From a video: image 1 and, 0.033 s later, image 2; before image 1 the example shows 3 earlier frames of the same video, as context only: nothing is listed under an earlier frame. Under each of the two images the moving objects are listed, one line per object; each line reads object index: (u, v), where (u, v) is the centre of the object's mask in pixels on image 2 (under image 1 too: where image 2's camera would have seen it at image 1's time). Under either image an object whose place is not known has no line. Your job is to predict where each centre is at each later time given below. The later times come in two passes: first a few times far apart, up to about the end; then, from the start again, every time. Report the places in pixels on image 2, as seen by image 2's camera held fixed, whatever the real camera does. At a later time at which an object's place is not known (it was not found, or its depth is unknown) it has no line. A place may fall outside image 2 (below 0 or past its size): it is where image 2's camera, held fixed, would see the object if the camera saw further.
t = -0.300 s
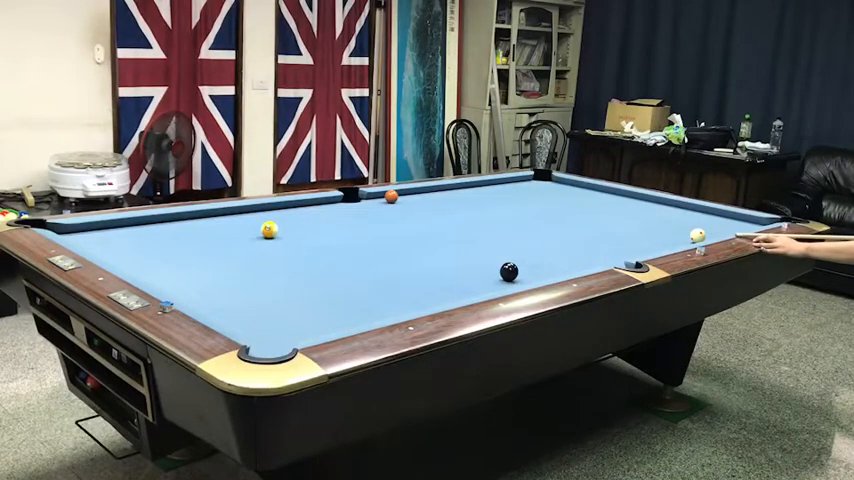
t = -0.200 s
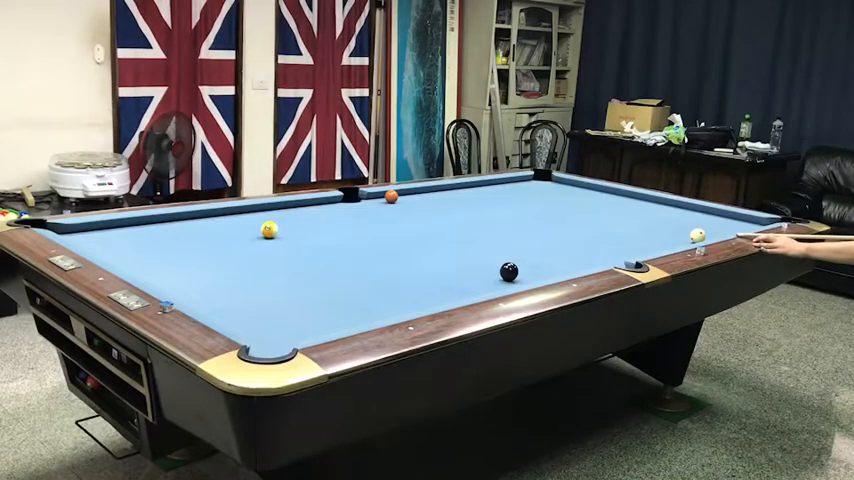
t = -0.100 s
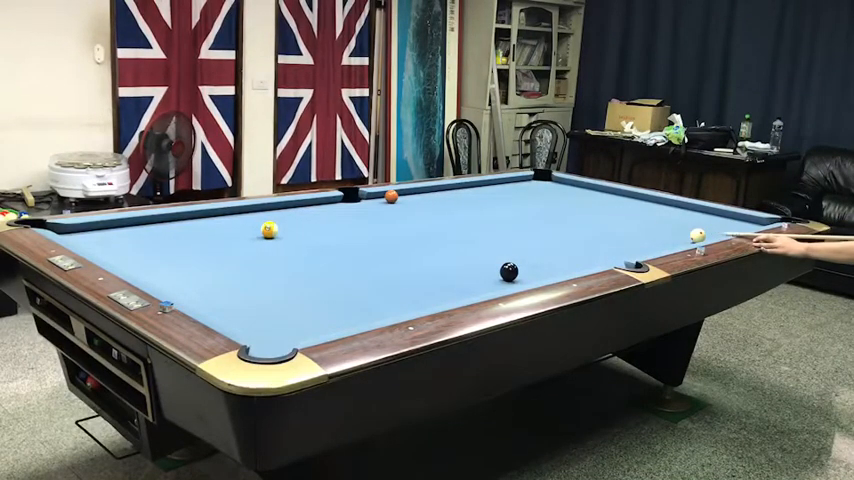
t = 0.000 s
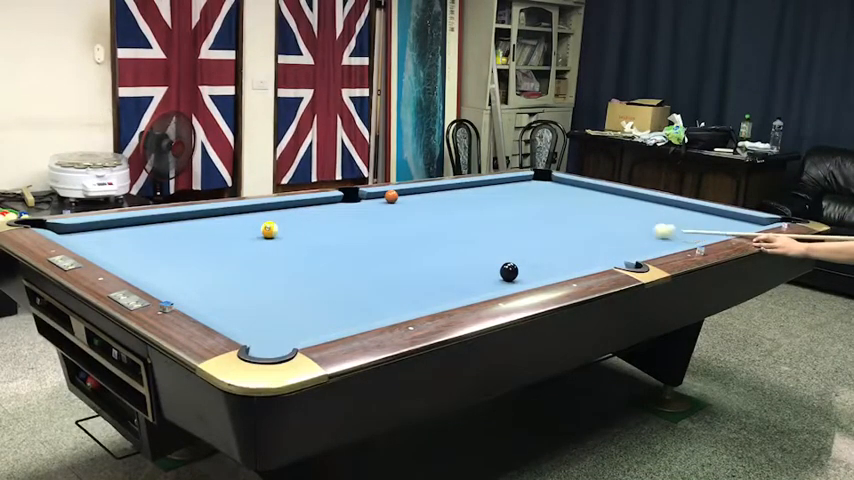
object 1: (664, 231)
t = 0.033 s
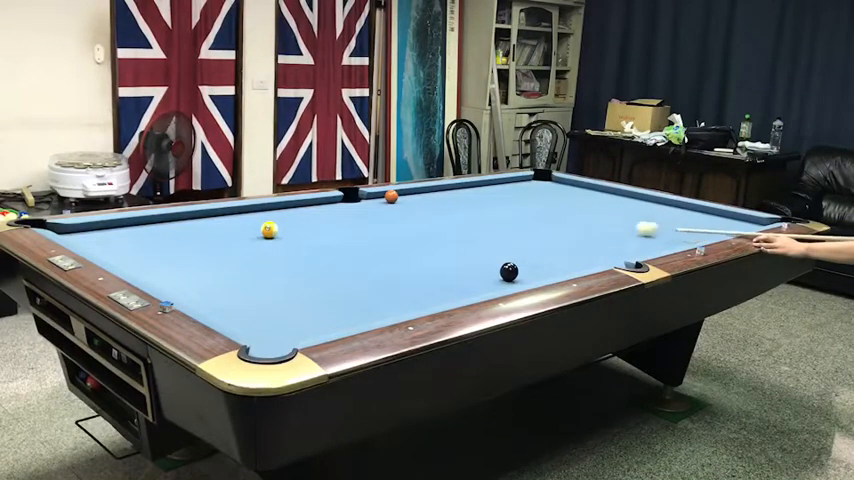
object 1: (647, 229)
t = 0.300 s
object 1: (519, 212)
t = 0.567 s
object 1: (407, 197)
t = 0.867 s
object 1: (416, 195)
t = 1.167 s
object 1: (445, 199)
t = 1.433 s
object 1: (470, 202)
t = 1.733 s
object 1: (498, 206)
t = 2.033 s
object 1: (524, 210)
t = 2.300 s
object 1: (546, 213)
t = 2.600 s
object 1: (570, 216)
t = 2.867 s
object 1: (590, 219)
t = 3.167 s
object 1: (611, 222)
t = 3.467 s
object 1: (630, 224)
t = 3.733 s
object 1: (646, 226)
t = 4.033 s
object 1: (663, 229)
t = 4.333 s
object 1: (678, 231)
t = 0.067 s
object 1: (630, 227)
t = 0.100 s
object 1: (613, 224)
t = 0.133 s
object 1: (597, 223)
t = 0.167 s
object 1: (581, 220)
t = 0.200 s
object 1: (565, 218)
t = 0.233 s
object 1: (550, 216)
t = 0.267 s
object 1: (534, 214)
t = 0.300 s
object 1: (519, 212)
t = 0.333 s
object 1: (505, 210)
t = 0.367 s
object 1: (489, 208)
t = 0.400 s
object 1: (475, 206)
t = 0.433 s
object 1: (462, 205)
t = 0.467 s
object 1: (447, 203)
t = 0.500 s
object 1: (434, 201)
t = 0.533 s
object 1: (421, 199)
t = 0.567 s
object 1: (407, 197)
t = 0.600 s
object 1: (403, 196)
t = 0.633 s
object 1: (401, 195)
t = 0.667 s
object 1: (400, 194)
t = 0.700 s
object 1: (398, 193)
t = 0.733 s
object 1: (402, 193)
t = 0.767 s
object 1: (407, 193)
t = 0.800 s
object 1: (410, 194)
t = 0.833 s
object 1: (413, 194)
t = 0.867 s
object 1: (416, 195)
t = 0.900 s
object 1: (420, 195)
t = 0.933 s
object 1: (423, 196)
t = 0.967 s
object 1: (426, 197)
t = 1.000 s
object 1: (429, 197)
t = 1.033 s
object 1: (433, 197)
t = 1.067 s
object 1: (436, 198)
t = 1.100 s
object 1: (439, 198)
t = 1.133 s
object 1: (442, 199)
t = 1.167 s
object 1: (445, 199)
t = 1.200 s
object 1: (448, 199)
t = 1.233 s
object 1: (452, 200)
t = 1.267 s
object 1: (455, 200)
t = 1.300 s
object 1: (458, 201)
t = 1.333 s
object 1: (461, 201)
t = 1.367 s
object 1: (464, 201)
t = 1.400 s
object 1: (468, 202)
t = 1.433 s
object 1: (470, 202)
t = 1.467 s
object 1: (474, 203)
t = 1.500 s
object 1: (477, 203)
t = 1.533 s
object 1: (480, 204)
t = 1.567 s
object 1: (483, 204)
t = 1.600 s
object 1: (486, 204)
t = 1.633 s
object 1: (489, 205)
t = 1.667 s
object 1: (492, 205)
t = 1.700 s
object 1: (495, 206)
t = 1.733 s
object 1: (498, 206)
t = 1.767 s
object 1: (501, 206)
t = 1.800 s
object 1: (504, 207)
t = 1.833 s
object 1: (507, 207)
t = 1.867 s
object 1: (510, 207)
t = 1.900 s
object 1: (513, 208)
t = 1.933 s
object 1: (515, 208)
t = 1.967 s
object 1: (518, 209)
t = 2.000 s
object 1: (521, 209)
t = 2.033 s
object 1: (524, 210)
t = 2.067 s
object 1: (527, 210)
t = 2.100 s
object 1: (529, 210)
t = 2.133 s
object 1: (532, 211)
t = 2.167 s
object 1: (535, 211)
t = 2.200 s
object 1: (538, 211)
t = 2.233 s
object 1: (541, 212)
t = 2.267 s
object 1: (543, 212)
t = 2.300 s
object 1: (546, 213)
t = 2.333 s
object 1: (549, 213)
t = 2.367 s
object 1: (551, 213)
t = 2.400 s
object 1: (554, 214)
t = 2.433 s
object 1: (557, 214)
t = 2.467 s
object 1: (559, 214)
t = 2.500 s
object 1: (562, 215)
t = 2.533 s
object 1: (564, 215)
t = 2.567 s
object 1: (567, 215)
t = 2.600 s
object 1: (570, 216)
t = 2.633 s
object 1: (573, 216)
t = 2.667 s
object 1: (575, 217)
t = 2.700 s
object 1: (577, 217)
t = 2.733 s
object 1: (580, 217)
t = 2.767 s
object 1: (583, 218)
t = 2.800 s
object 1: (585, 218)
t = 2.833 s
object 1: (587, 218)
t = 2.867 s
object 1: (590, 219)
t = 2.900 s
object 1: (592, 219)
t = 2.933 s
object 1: (595, 219)
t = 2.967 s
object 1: (597, 220)
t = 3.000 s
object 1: (599, 220)
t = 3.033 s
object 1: (602, 220)
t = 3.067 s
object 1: (604, 221)
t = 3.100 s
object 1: (606, 221)
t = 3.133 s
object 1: (609, 221)
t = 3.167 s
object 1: (611, 222)
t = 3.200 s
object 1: (613, 222)
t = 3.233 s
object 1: (615, 222)
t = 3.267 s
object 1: (617, 223)
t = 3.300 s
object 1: (620, 223)
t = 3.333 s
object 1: (622, 223)
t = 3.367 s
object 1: (624, 223)
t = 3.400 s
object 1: (626, 224)
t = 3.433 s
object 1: (628, 224)
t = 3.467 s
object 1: (630, 224)
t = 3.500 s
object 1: (632, 224)
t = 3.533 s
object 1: (634, 225)
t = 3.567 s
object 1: (636, 225)
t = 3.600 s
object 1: (639, 225)
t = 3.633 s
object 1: (640, 226)
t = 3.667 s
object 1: (642, 226)
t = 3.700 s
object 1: (644, 226)
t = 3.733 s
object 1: (646, 226)
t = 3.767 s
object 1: (649, 227)
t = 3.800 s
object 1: (650, 227)
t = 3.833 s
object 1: (652, 227)
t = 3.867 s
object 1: (654, 227)
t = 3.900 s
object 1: (656, 228)
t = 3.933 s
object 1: (658, 227)
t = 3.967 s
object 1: (660, 228)
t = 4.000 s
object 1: (662, 229)
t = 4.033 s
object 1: (663, 229)
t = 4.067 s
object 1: (665, 229)
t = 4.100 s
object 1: (666, 229)
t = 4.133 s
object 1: (668, 229)
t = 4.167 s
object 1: (670, 230)
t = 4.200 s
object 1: (672, 230)
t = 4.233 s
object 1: (673, 230)
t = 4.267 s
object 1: (675, 231)
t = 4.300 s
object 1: (676, 231)
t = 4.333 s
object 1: (678, 231)
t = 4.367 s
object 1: (679, 231)
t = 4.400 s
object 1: (681, 231)
